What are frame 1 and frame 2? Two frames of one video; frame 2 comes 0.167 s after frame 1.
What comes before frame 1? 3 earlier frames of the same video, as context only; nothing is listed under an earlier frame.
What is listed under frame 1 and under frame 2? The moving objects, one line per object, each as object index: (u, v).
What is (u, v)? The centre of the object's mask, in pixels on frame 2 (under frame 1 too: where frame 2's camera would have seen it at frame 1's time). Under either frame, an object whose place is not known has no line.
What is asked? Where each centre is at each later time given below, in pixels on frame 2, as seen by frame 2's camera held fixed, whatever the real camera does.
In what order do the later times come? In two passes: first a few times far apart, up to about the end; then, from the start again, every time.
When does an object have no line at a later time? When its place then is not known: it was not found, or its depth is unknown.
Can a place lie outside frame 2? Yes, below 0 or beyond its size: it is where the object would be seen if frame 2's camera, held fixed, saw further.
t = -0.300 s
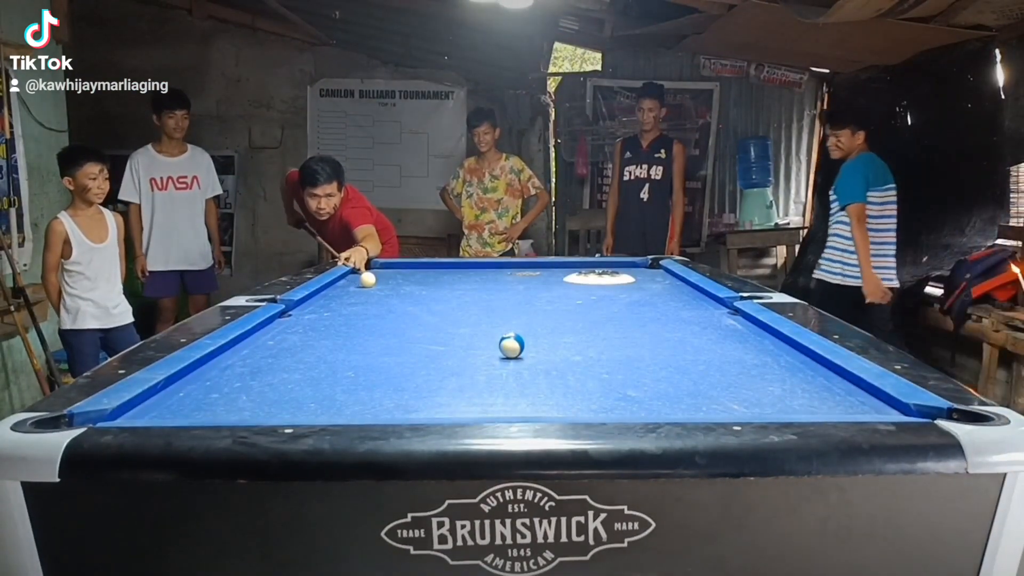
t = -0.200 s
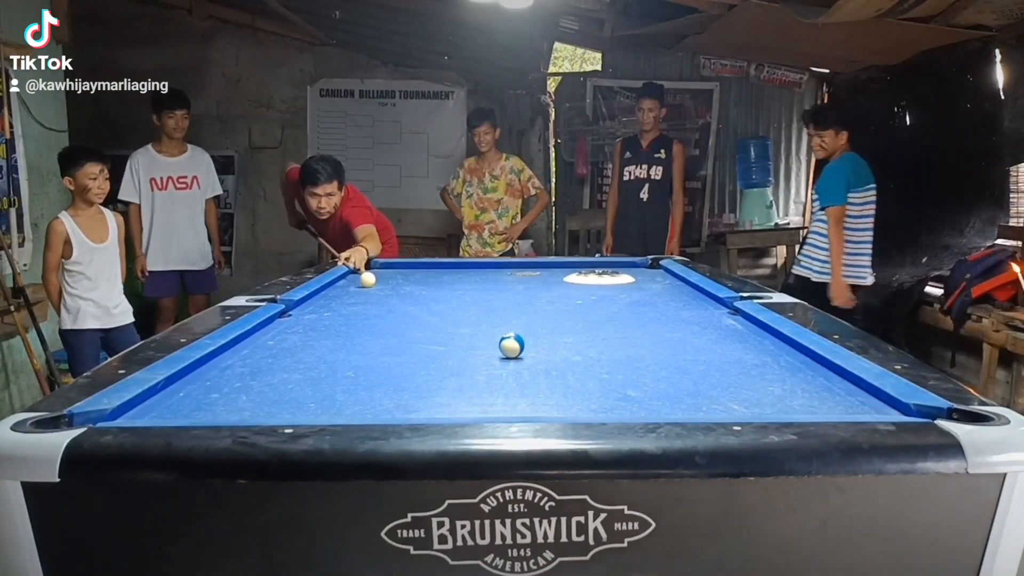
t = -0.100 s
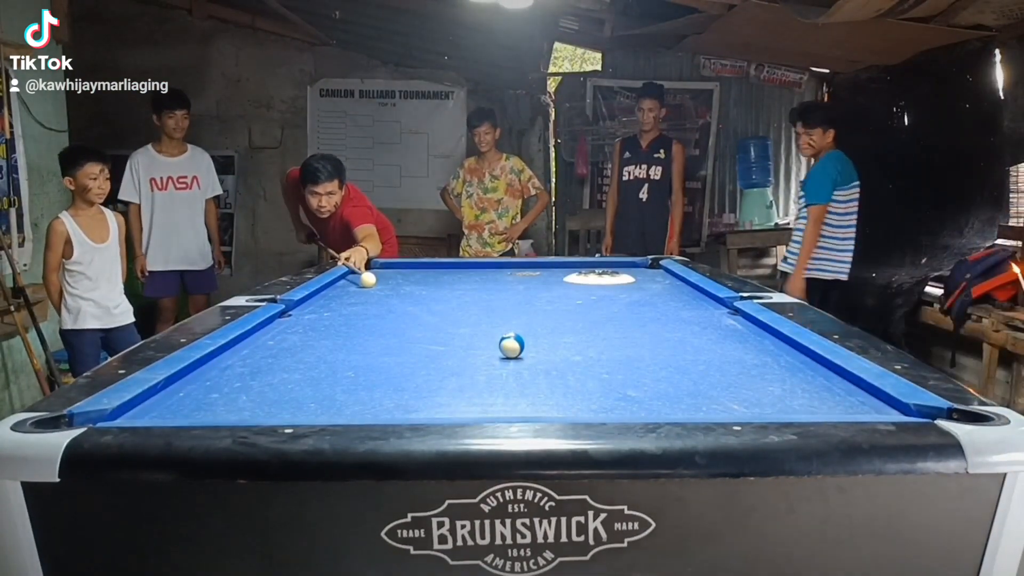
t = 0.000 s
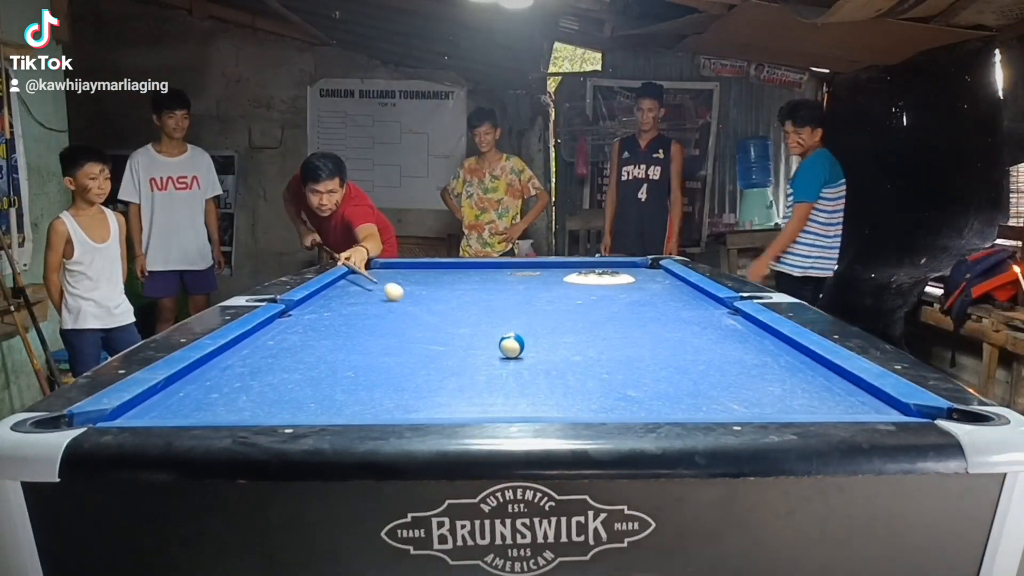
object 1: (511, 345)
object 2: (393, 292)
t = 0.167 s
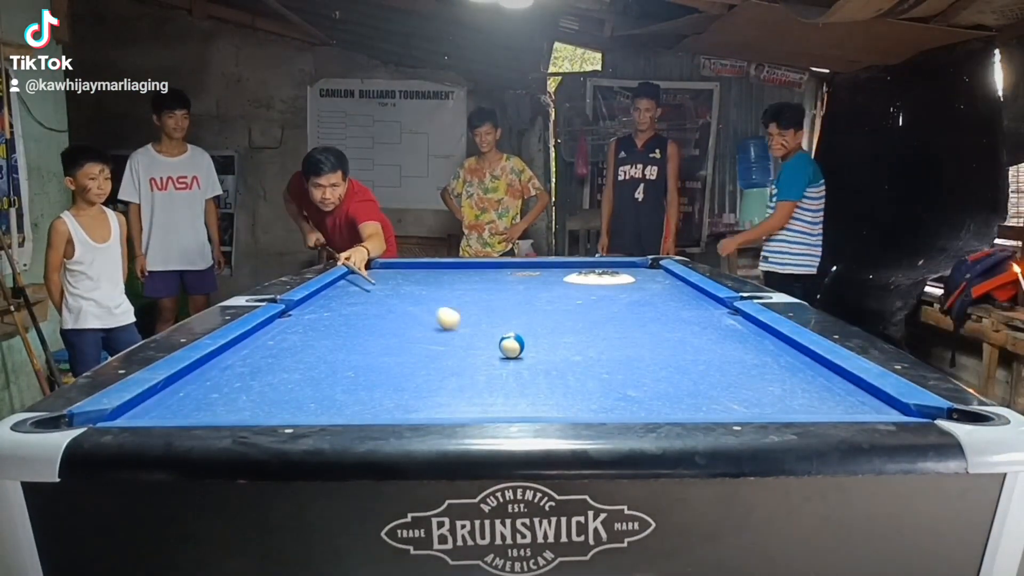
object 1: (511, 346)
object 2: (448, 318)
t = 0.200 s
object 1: (511, 345)
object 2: (461, 325)
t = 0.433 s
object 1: (661, 375)
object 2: (438, 356)
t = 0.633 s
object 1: (870, 409)
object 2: (383, 387)
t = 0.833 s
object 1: (856, 409)
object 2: (324, 409)
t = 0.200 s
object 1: (511, 345)
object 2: (461, 325)
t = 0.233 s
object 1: (511, 345)
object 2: (476, 332)
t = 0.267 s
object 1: (511, 346)
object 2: (490, 339)
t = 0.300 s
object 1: (535, 349)
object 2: (485, 343)
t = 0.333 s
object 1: (566, 356)
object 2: (472, 346)
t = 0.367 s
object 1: (598, 362)
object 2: (460, 349)
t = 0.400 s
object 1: (630, 366)
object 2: (449, 352)
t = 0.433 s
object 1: (661, 375)
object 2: (438, 356)
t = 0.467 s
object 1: (693, 381)
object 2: (428, 360)
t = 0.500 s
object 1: (728, 389)
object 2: (419, 365)
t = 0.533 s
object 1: (761, 396)
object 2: (411, 370)
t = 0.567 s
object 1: (795, 399)
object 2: (402, 375)
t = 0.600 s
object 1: (835, 404)
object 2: (393, 381)
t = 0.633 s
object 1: (870, 409)
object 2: (383, 387)
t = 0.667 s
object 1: (893, 407)
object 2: (372, 393)
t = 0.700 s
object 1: (908, 409)
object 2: (361, 399)
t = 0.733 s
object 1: (889, 408)
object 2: (350, 404)
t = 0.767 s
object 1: (878, 408)
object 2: (338, 408)
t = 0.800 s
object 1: (868, 409)
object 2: (325, 411)
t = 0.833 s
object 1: (856, 409)
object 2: (324, 409)
